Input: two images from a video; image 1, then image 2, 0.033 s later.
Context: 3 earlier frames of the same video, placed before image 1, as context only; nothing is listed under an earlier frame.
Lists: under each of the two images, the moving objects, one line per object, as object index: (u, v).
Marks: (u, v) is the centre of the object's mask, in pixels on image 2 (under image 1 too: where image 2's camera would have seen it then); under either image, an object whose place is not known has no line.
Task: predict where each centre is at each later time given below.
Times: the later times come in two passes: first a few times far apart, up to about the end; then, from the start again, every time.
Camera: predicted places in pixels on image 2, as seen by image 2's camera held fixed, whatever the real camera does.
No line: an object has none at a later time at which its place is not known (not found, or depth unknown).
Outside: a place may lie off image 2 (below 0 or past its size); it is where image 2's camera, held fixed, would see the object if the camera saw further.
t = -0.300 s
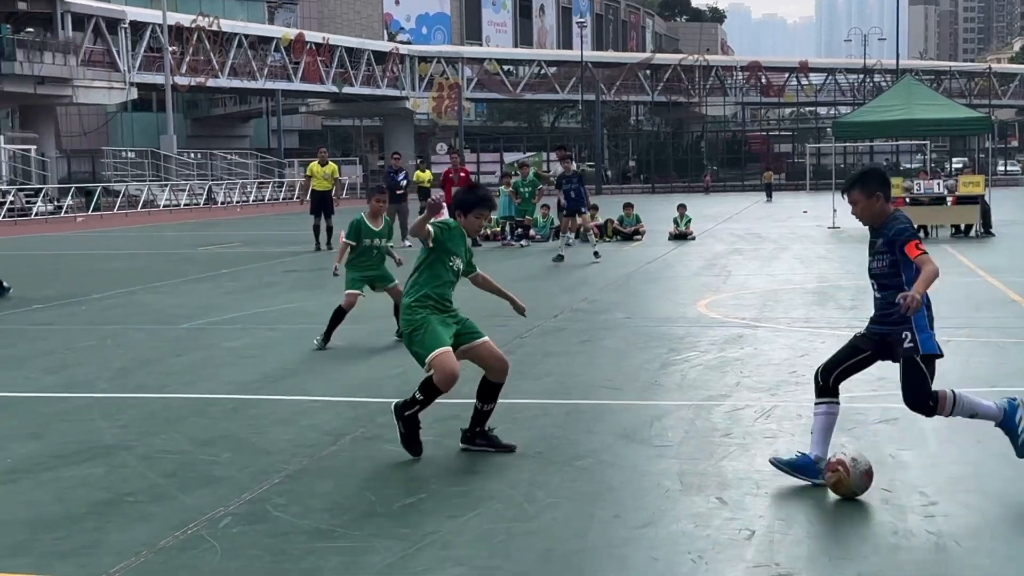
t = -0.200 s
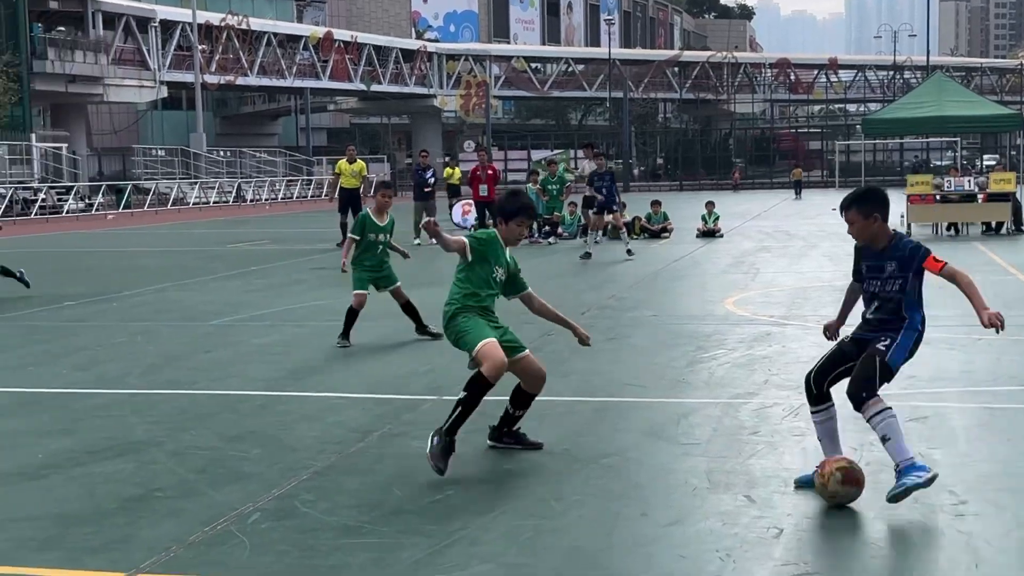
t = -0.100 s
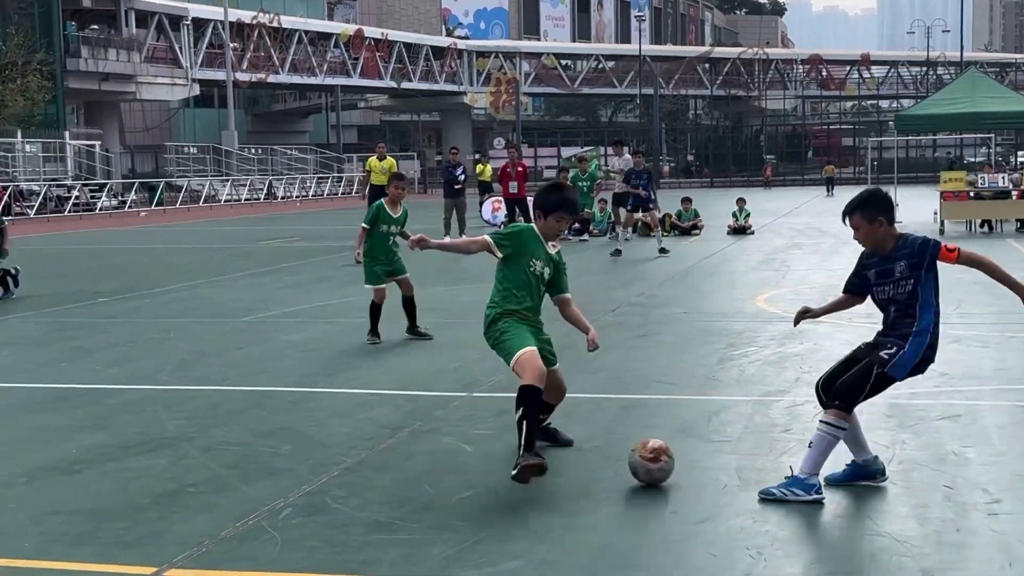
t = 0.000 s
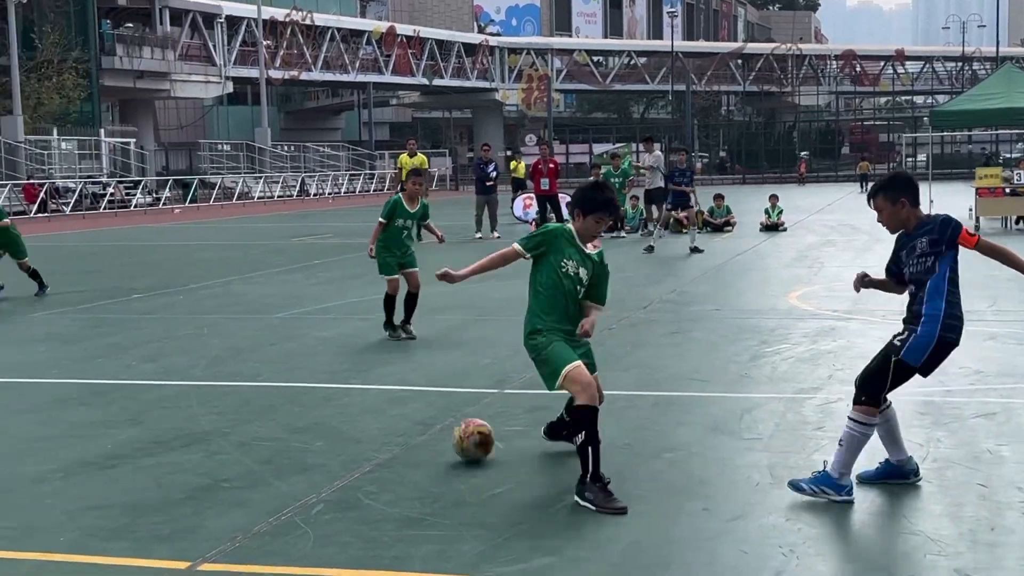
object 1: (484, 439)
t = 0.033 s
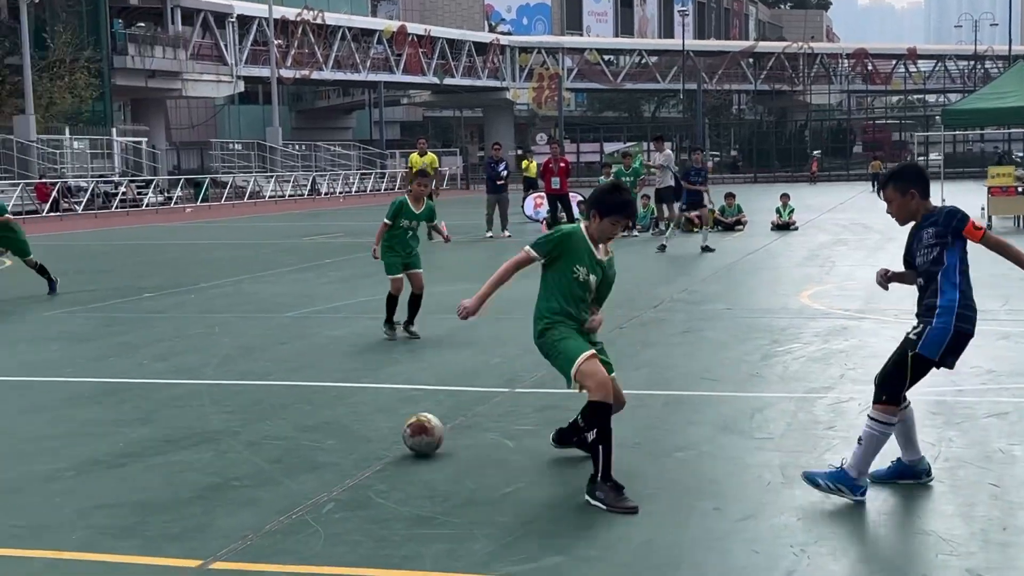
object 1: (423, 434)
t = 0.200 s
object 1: (173, 413)
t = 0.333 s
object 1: (16, 403)
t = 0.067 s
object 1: (367, 429)
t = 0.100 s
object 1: (314, 424)
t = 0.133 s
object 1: (264, 420)
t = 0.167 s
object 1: (218, 416)
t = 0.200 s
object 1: (173, 413)
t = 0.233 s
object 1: (131, 410)
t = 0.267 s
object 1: (91, 408)
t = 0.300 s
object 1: (52, 406)
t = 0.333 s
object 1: (16, 403)
